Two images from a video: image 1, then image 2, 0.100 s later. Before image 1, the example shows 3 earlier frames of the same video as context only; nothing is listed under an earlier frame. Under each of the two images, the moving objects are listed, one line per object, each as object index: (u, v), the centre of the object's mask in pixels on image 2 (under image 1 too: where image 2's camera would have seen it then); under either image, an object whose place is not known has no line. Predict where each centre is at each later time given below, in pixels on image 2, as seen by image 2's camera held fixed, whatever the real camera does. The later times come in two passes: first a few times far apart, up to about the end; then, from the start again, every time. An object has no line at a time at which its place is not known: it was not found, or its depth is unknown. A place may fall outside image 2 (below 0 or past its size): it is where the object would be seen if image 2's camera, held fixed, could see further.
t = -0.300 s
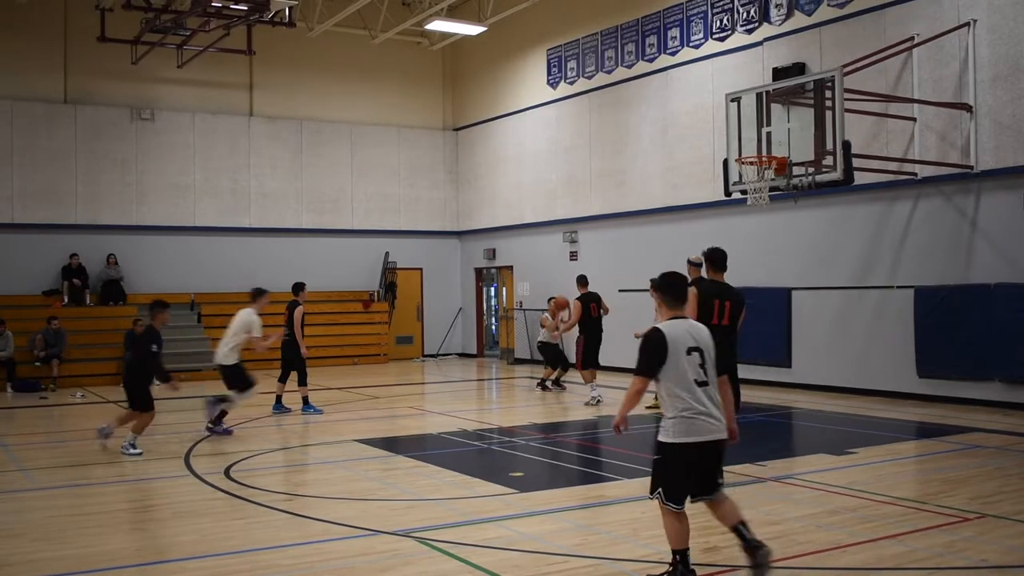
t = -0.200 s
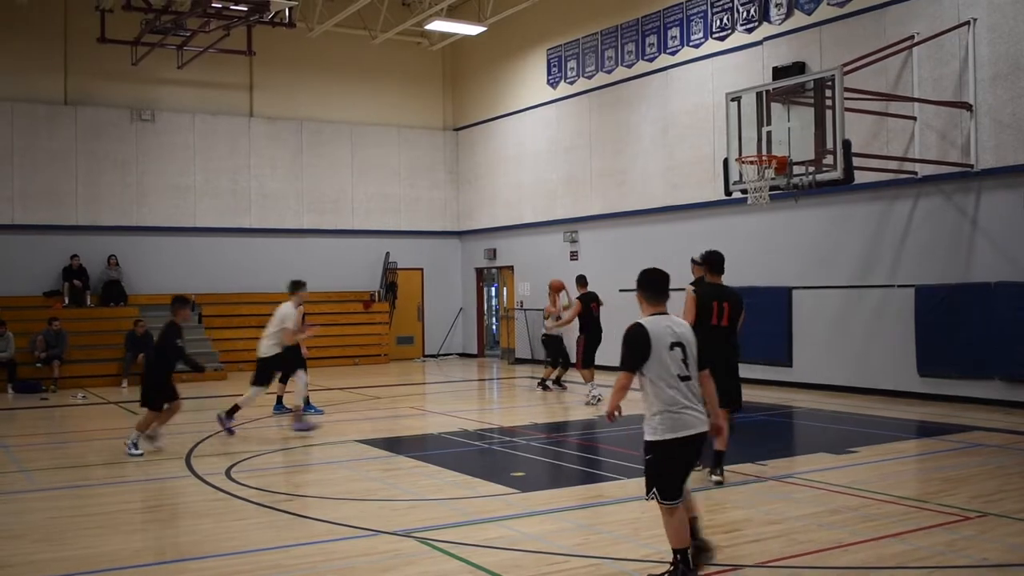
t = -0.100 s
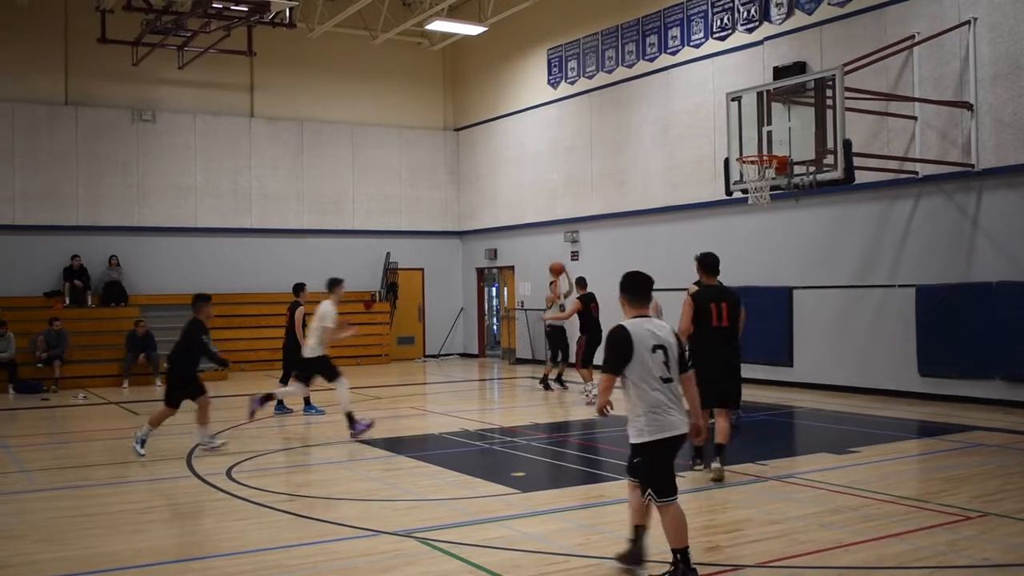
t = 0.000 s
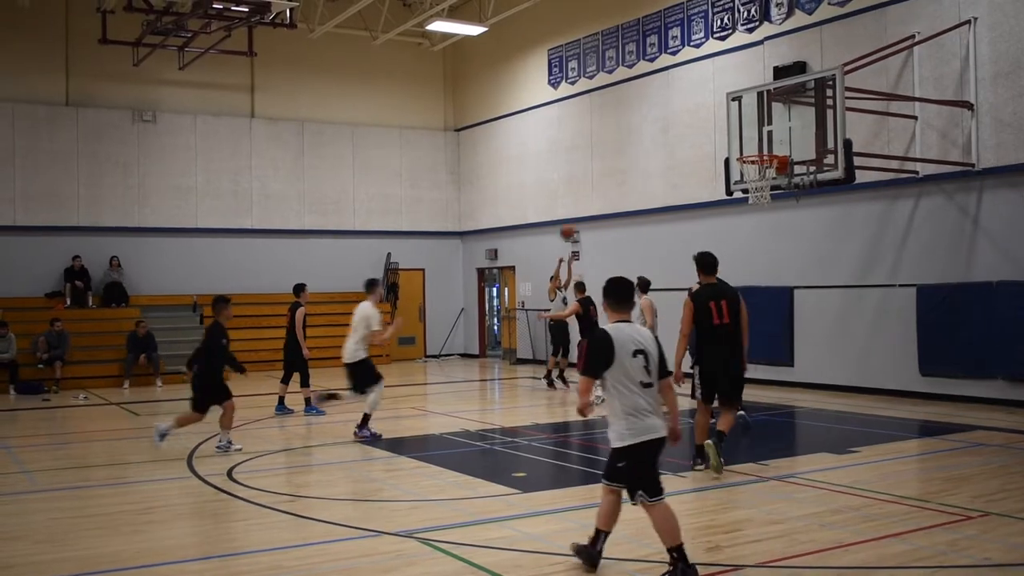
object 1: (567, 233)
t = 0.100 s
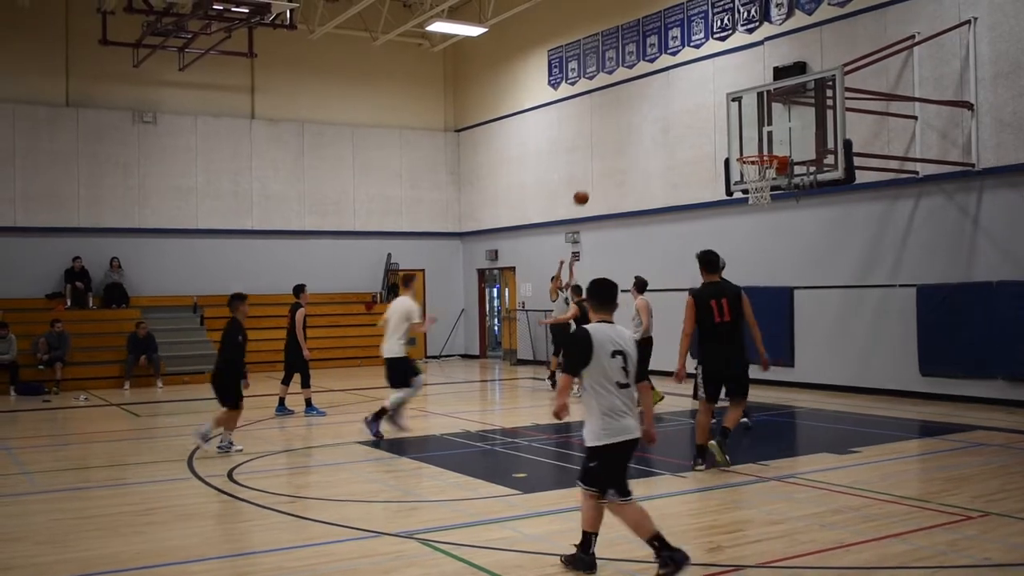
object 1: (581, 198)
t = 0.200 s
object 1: (595, 167)
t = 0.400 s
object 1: (626, 122)
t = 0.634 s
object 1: (667, 101)
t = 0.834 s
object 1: (705, 113)
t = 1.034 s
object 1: (746, 155)
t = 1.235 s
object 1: (698, 169)
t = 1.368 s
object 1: (660, 191)
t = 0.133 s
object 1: (585, 187)
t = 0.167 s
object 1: (590, 177)
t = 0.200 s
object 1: (595, 167)
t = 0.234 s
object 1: (600, 158)
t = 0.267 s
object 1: (605, 150)
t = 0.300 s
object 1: (610, 142)
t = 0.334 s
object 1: (616, 135)
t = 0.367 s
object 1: (621, 128)
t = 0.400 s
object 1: (626, 122)
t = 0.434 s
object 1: (632, 117)
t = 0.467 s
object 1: (637, 112)
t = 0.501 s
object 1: (643, 109)
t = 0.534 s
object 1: (649, 106)
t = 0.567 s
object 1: (655, 103)
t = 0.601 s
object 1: (661, 101)
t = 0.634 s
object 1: (667, 101)
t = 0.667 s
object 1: (673, 101)
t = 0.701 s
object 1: (679, 101)
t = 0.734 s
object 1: (685, 103)
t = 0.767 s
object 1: (692, 106)
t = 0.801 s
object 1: (698, 109)
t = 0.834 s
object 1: (705, 113)
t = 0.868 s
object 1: (712, 119)
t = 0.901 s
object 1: (719, 125)
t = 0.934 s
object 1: (726, 133)
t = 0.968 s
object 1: (733, 141)
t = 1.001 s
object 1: (741, 150)
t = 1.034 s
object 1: (746, 155)
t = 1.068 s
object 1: (742, 158)
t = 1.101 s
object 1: (734, 161)
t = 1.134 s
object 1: (727, 162)
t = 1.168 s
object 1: (716, 164)
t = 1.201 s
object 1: (707, 166)
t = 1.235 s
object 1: (698, 169)
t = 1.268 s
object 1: (688, 173)
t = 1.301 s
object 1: (678, 178)
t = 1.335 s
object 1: (669, 184)
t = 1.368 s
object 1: (660, 191)
